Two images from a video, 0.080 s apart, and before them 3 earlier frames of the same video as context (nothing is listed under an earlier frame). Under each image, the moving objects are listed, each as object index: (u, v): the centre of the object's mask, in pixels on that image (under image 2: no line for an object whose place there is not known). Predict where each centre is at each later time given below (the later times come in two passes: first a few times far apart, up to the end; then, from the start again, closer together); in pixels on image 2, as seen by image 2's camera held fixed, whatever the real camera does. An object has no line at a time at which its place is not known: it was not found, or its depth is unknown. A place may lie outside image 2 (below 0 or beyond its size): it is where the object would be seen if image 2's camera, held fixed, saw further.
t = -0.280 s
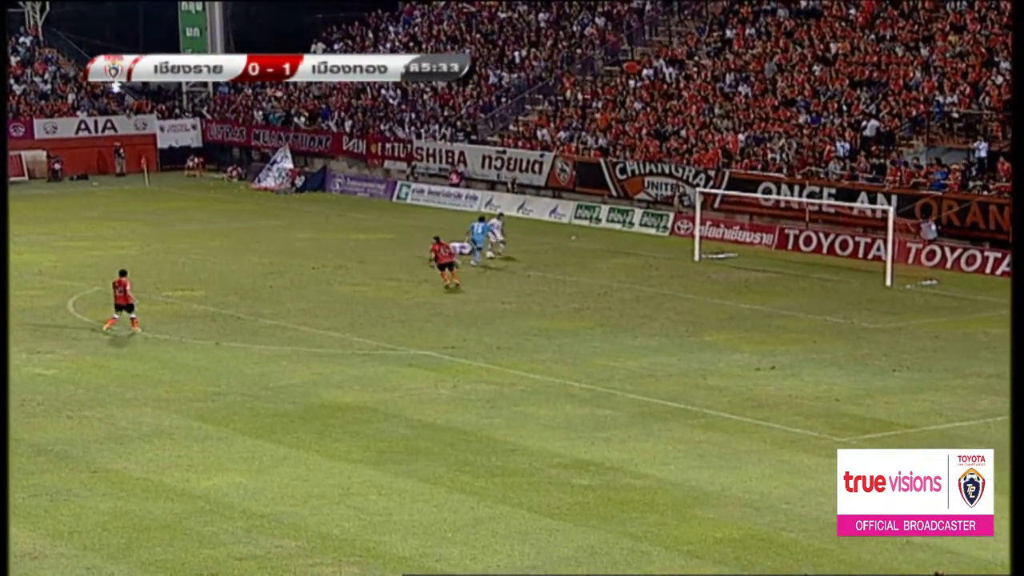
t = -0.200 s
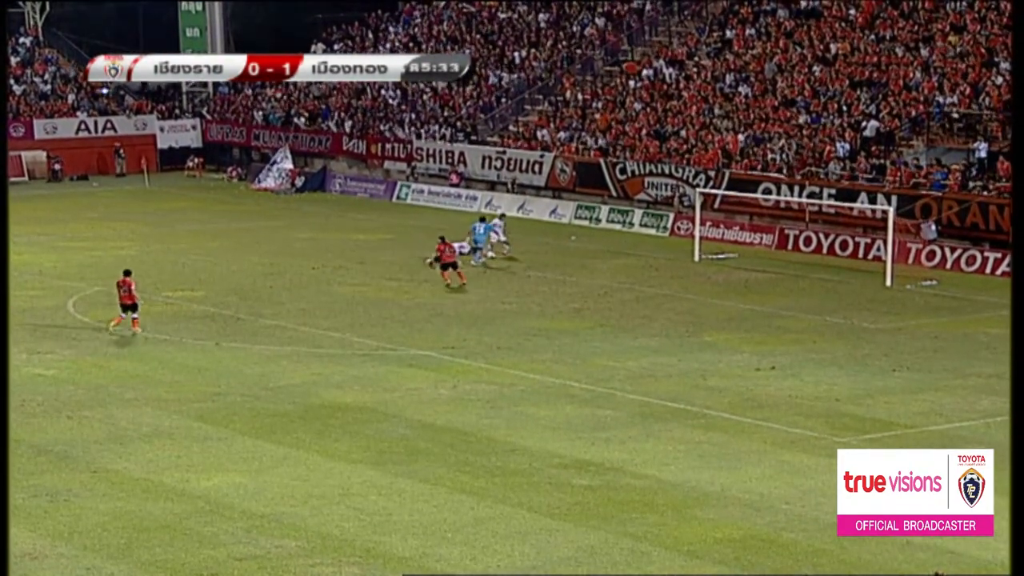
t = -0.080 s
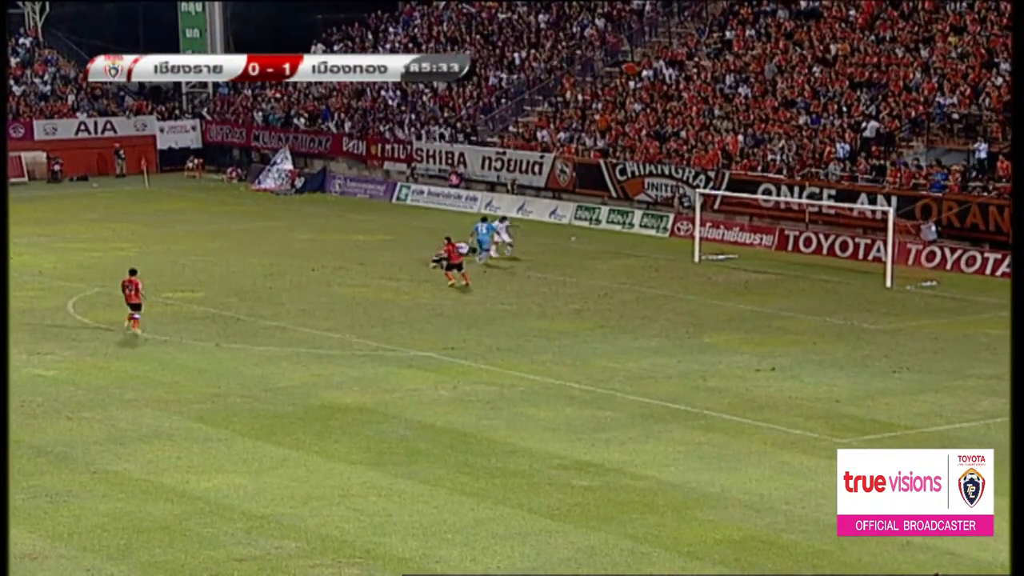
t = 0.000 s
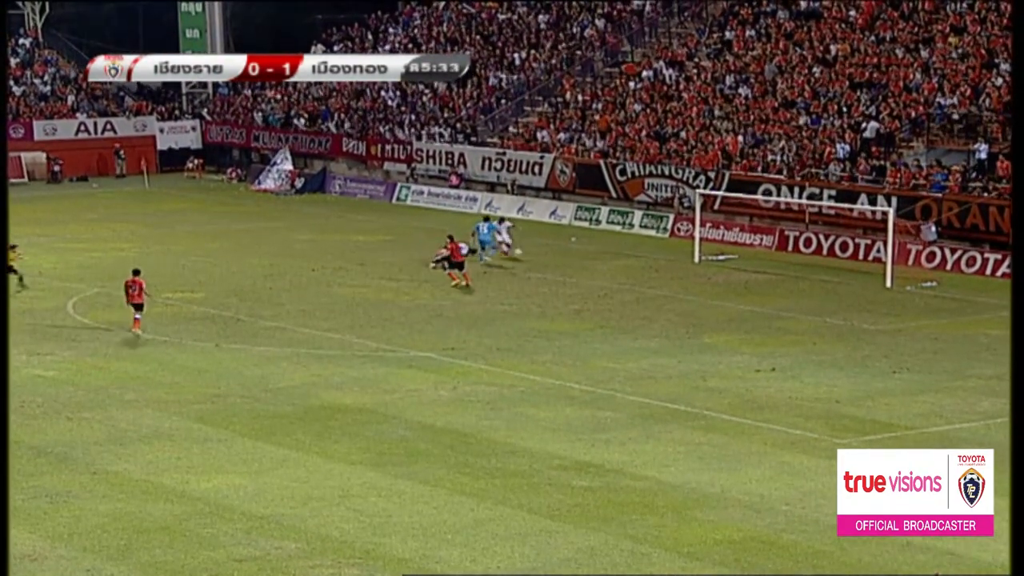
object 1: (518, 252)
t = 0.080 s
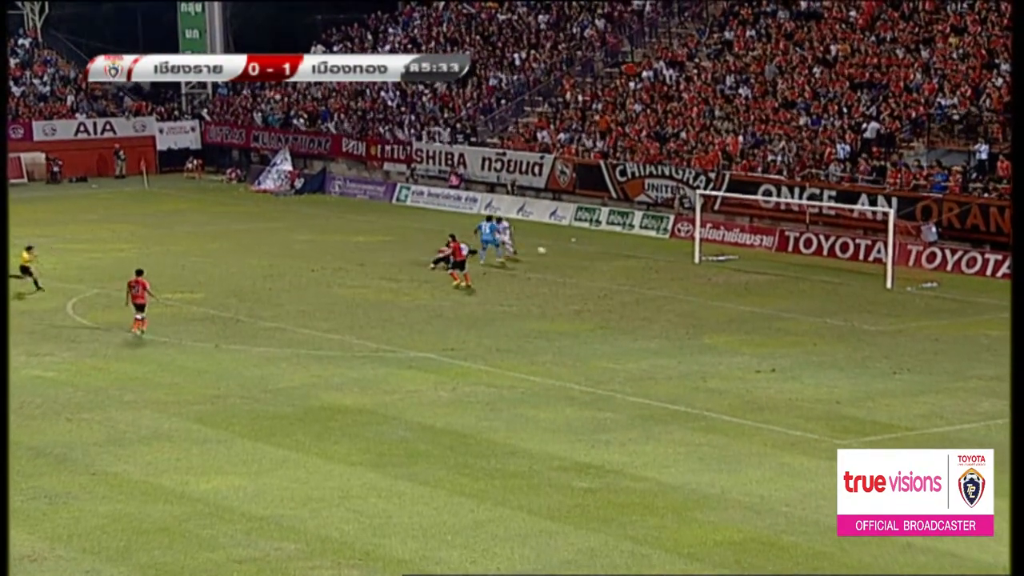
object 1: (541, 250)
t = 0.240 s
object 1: (589, 251)
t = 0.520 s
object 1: (675, 265)
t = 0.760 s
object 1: (734, 265)
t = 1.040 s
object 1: (798, 270)
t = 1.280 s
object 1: (846, 274)
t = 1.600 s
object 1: (903, 275)
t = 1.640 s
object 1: (911, 276)
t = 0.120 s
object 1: (554, 250)
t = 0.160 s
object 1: (565, 250)
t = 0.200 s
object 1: (577, 250)
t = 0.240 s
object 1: (589, 251)
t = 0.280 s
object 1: (602, 251)
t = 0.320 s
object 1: (614, 253)
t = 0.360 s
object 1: (627, 256)
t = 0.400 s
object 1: (640, 259)
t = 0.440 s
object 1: (651, 262)
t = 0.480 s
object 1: (664, 265)
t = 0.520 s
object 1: (675, 265)
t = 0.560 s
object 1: (684, 264)
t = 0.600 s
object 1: (693, 264)
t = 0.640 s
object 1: (703, 263)
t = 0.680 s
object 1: (713, 262)
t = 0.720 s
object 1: (724, 263)
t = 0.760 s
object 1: (734, 265)
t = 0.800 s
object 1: (744, 267)
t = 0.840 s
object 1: (755, 269)
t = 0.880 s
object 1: (764, 270)
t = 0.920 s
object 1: (772, 269)
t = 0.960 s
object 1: (781, 269)
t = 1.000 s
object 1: (789, 270)
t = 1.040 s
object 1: (798, 270)
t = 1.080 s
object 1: (806, 272)
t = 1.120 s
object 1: (814, 272)
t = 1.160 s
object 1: (822, 272)
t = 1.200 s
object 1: (829, 272)
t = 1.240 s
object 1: (838, 273)
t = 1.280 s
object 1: (846, 274)
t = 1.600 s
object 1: (903, 275)
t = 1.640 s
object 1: (911, 276)
